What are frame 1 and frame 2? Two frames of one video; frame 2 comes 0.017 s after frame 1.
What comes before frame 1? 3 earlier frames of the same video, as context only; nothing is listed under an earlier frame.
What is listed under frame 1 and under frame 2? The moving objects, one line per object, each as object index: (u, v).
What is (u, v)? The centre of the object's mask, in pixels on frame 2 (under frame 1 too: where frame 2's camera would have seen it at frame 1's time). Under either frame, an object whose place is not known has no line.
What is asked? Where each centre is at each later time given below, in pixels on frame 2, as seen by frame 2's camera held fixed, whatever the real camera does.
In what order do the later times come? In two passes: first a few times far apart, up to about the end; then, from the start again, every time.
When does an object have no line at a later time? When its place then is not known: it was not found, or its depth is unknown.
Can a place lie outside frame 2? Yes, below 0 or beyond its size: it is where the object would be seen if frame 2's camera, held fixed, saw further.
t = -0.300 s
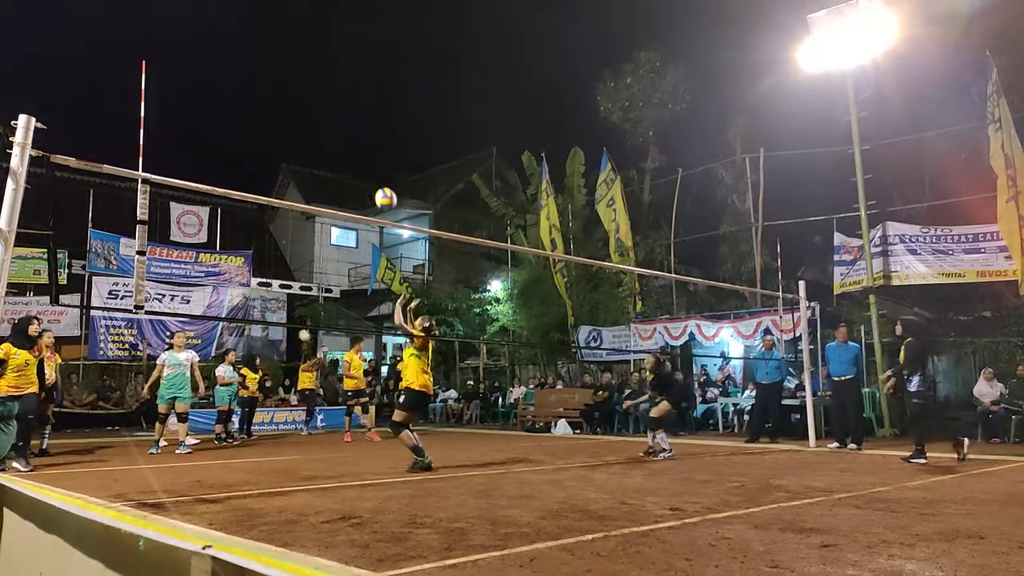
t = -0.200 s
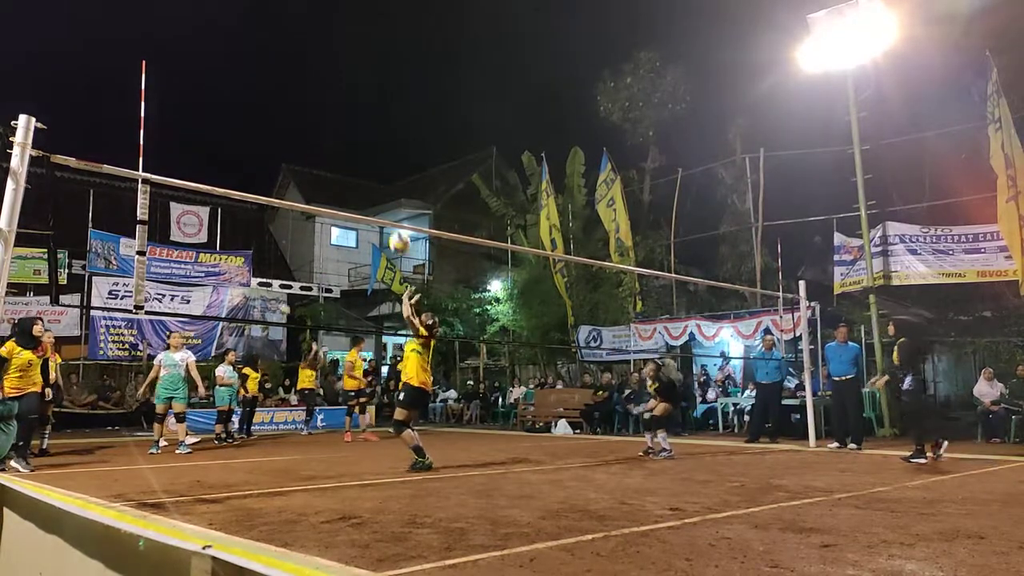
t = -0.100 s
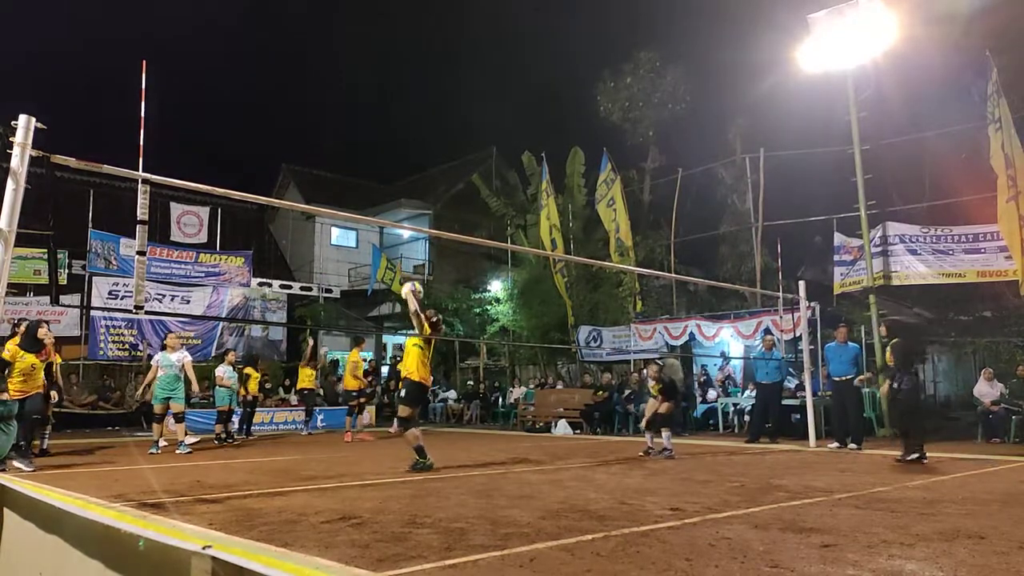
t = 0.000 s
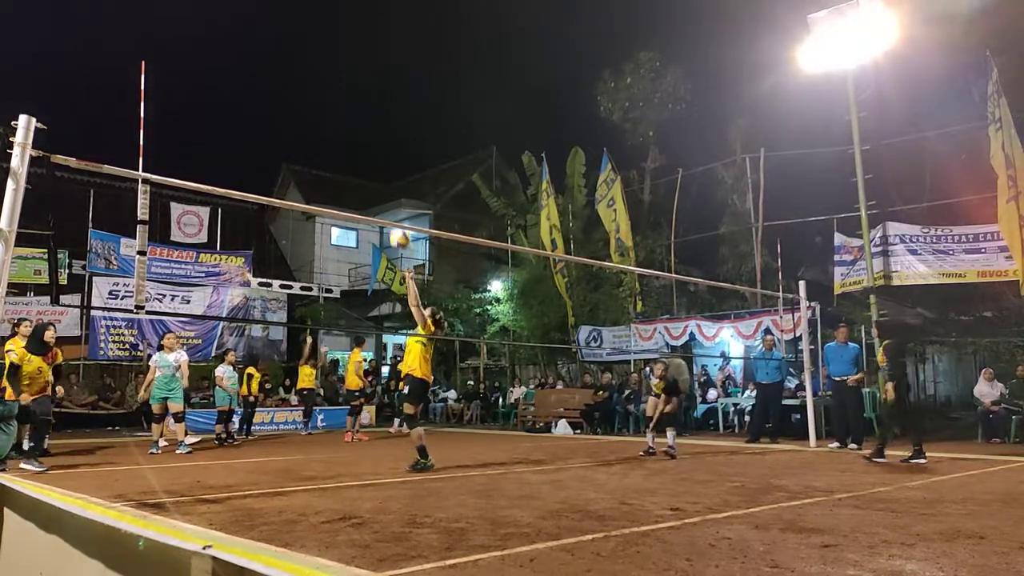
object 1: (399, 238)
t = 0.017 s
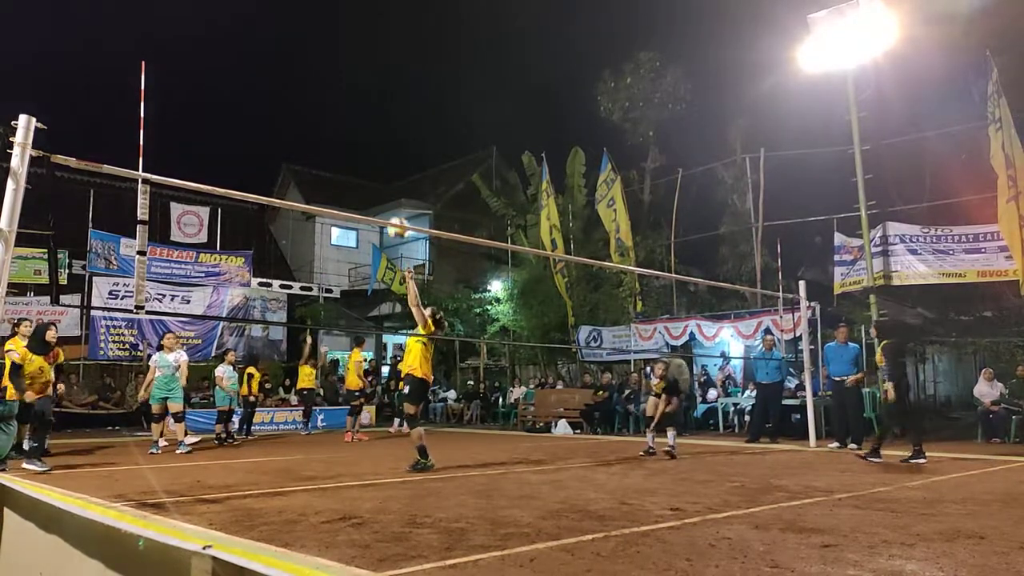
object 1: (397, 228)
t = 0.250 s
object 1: (363, 113)
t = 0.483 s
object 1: (326, 48)
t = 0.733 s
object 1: (284, 35)
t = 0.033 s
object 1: (395, 215)
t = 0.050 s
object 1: (393, 208)
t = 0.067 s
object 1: (390, 198)
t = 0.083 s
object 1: (388, 189)
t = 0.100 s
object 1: (385, 180)
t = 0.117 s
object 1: (383, 172)
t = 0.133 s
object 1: (380, 164)
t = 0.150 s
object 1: (378, 156)
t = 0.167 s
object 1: (376, 148)
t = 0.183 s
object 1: (373, 140)
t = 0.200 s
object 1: (371, 133)
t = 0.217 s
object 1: (368, 126)
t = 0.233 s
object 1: (366, 119)
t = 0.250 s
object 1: (363, 113)
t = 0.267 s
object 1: (360, 106)
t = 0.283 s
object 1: (358, 100)
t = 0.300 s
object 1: (356, 94)
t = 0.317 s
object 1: (353, 89)
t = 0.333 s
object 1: (350, 83)
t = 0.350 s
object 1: (348, 78)
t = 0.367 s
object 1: (345, 73)
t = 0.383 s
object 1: (343, 69)
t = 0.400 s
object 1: (340, 65)
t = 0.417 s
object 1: (337, 61)
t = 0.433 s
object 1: (335, 57)
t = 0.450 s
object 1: (332, 53)
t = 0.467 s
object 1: (329, 50)
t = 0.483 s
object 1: (326, 48)
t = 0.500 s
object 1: (324, 45)
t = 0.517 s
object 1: (321, 42)
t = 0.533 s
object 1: (319, 40)
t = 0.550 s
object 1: (316, 38)
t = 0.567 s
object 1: (313, 37)
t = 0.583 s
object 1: (310, 35)
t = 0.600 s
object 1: (307, 34)
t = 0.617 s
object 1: (304, 33)
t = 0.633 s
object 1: (302, 33)
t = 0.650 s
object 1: (299, 32)
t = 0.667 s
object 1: (296, 32)
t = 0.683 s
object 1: (293, 32)
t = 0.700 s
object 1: (290, 33)
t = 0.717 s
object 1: (287, 34)
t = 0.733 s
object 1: (284, 35)
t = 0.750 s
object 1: (281, 36)
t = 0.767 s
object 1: (278, 37)
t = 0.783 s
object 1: (275, 39)
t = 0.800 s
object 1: (272, 42)
